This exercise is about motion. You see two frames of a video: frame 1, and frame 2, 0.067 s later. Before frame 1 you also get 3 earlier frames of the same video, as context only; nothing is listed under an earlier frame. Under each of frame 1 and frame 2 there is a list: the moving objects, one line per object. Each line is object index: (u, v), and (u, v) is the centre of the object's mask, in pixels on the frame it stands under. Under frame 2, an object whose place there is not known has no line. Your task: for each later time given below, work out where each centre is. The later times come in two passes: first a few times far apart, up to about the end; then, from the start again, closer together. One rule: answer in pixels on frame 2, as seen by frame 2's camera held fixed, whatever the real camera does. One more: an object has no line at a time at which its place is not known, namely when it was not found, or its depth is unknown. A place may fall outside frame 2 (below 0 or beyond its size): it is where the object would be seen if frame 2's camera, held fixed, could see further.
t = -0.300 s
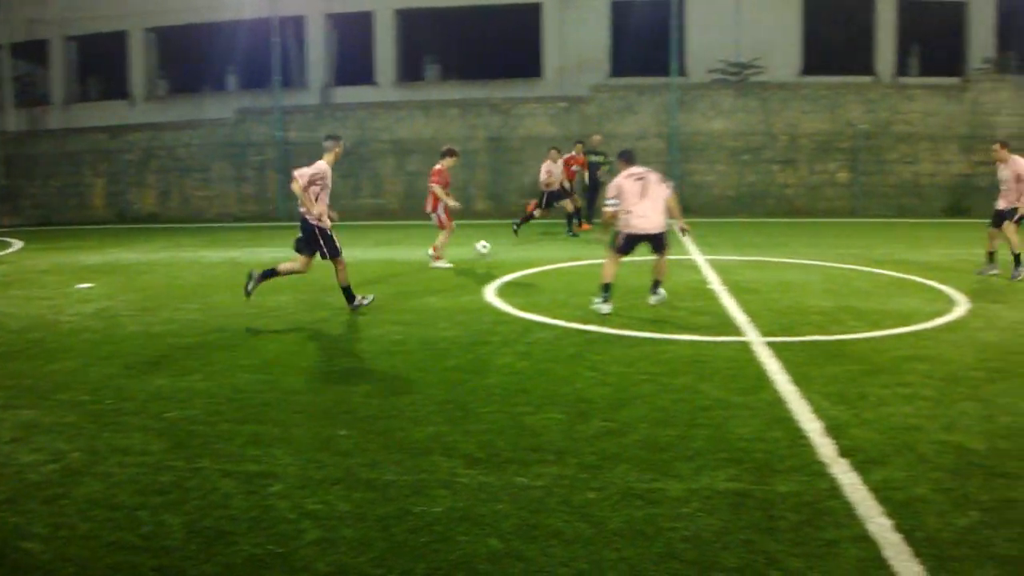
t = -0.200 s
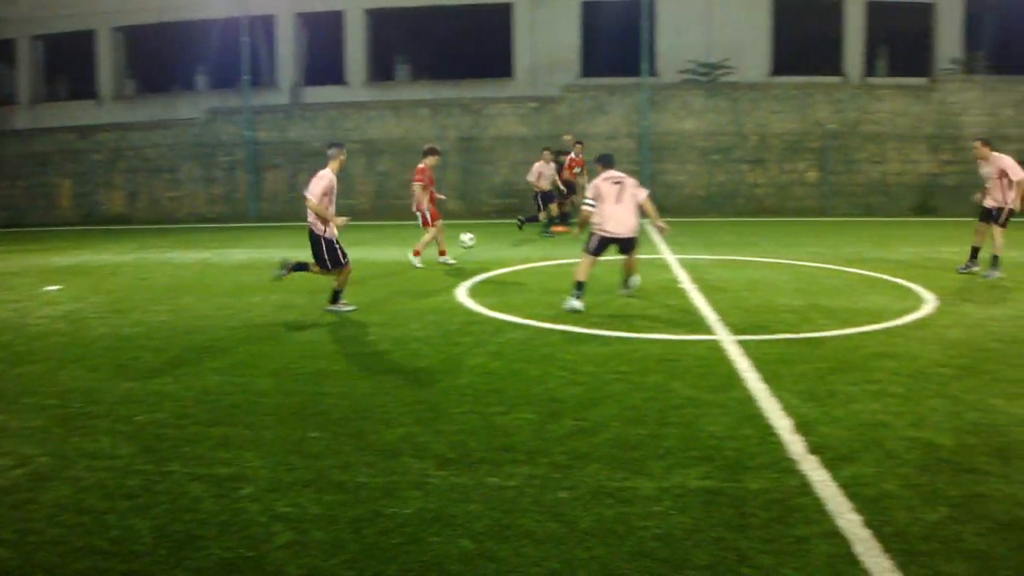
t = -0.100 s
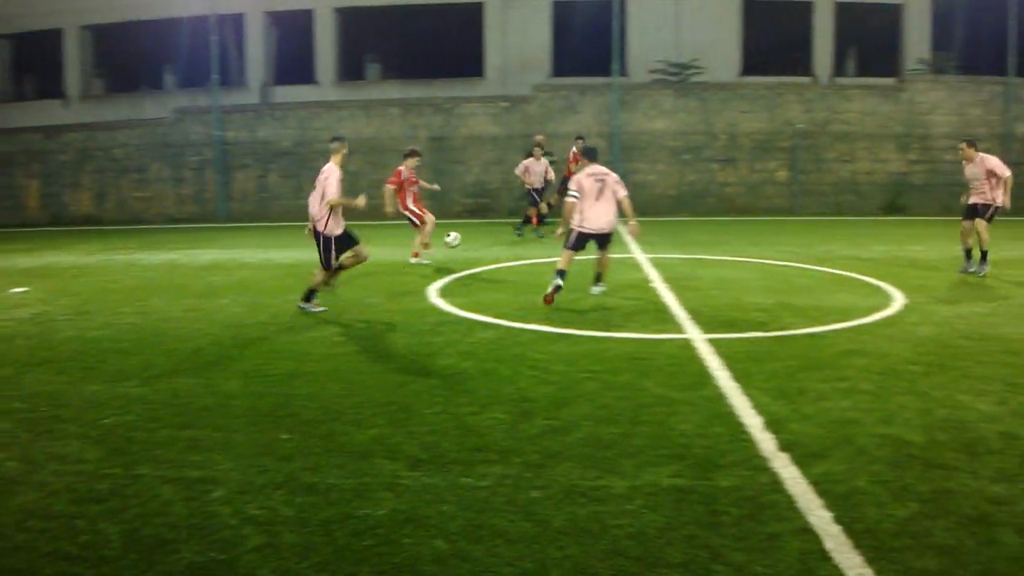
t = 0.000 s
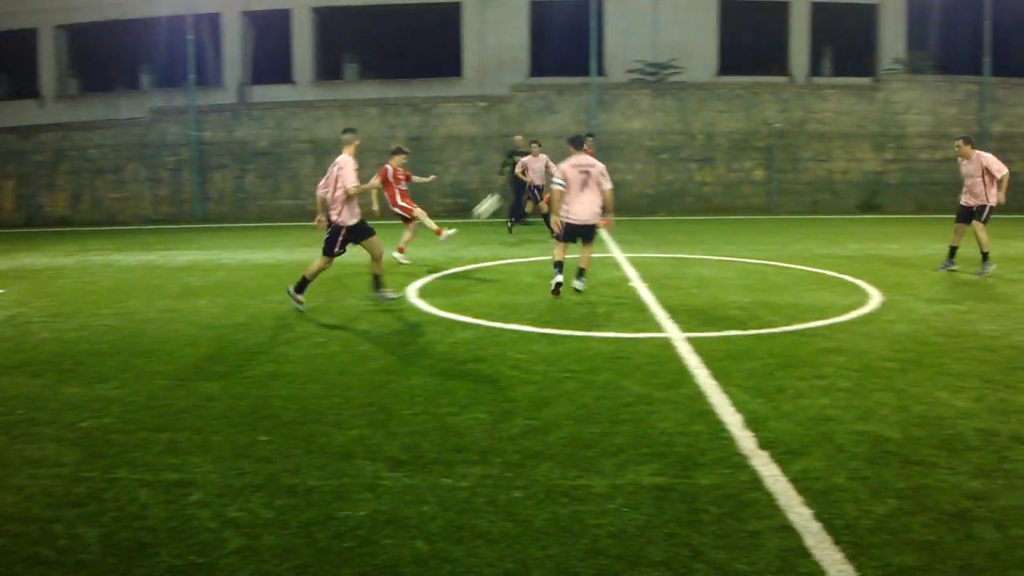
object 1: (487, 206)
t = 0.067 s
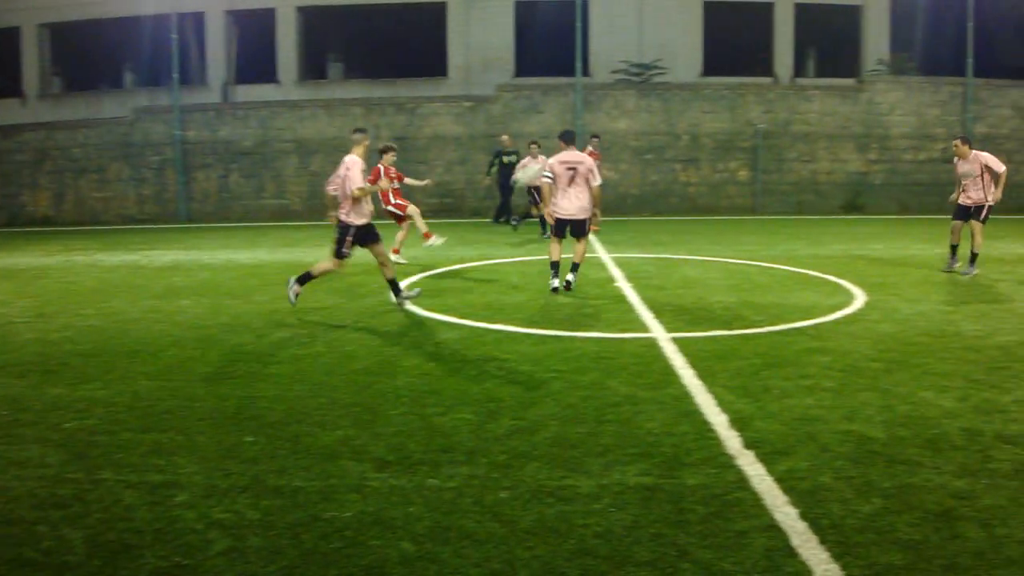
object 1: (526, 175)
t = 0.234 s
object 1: (677, 104)
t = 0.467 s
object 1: (902, 46)
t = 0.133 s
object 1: (591, 140)
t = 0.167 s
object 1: (616, 129)
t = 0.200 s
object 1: (647, 116)
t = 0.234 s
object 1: (677, 104)
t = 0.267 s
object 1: (709, 92)
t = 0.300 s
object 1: (741, 82)
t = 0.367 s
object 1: (804, 65)
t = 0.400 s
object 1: (836, 58)
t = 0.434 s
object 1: (869, 50)
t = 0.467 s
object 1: (902, 46)
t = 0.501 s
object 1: (935, 42)
